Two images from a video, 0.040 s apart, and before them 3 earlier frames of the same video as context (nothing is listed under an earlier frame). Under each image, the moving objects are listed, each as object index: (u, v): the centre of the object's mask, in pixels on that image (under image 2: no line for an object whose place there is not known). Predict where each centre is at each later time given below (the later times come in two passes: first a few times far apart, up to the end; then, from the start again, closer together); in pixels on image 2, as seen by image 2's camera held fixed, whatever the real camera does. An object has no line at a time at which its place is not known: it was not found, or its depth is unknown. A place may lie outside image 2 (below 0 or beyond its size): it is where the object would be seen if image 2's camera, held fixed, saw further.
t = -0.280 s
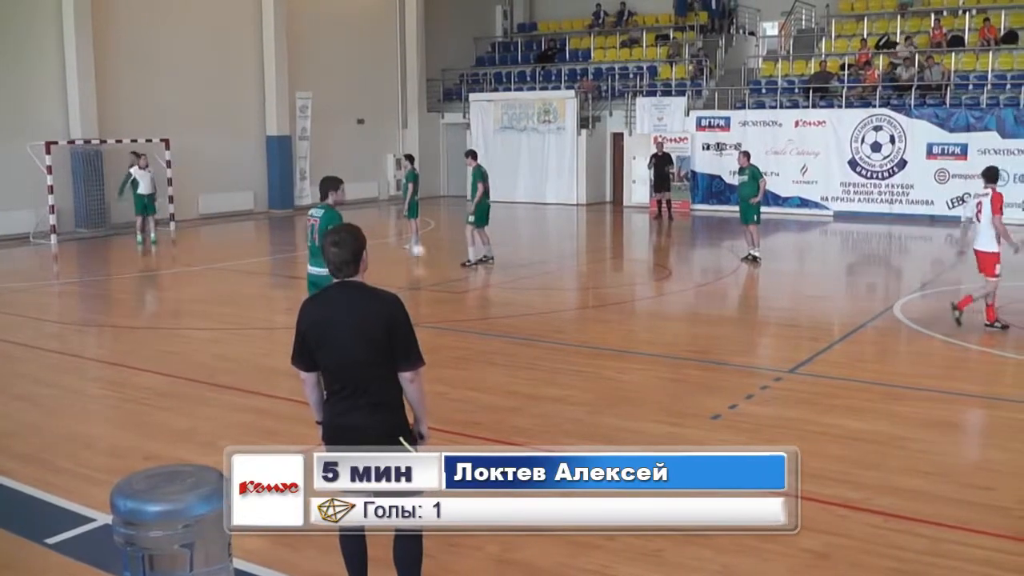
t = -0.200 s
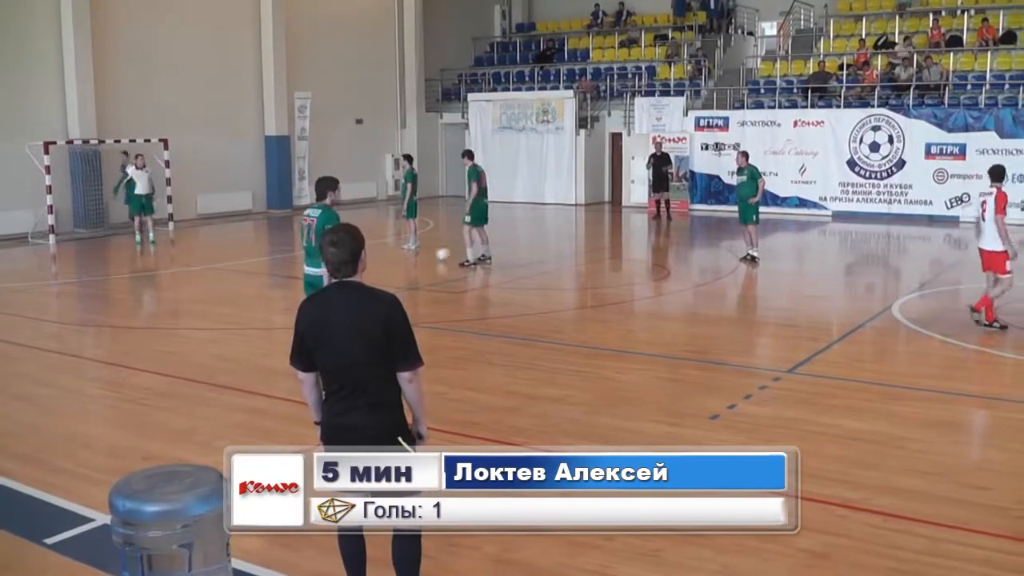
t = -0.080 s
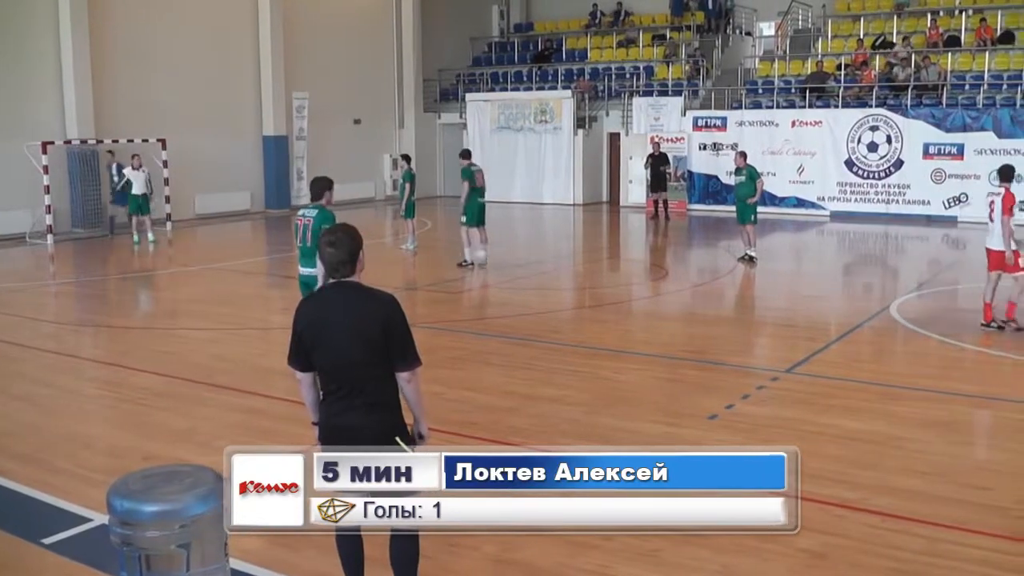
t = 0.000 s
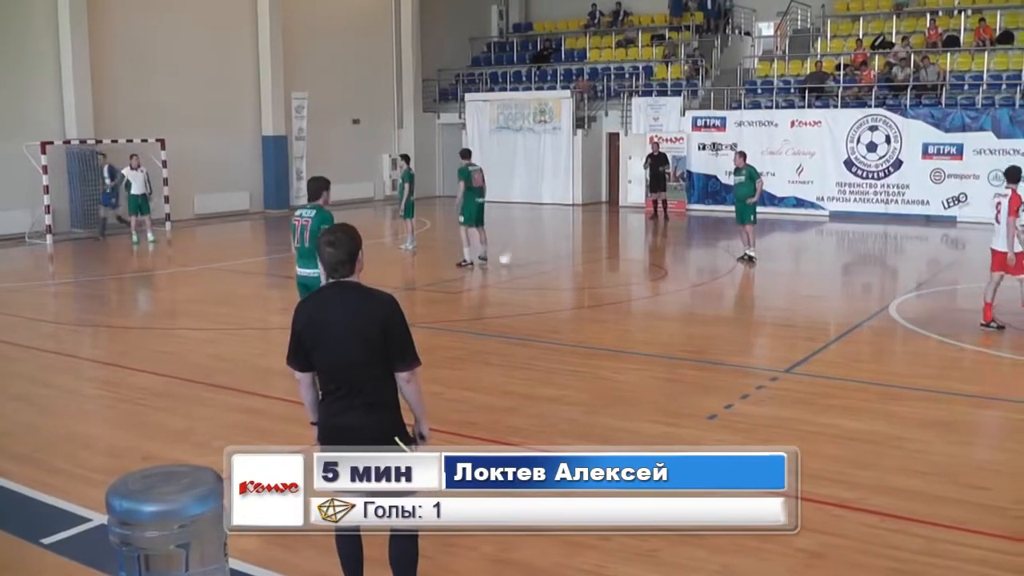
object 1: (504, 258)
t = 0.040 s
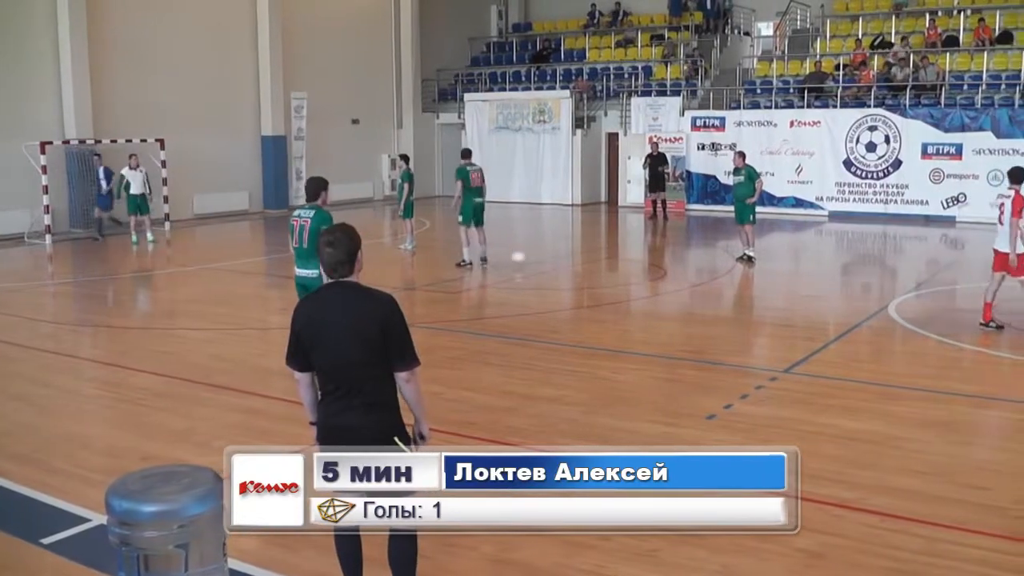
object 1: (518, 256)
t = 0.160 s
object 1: (559, 262)
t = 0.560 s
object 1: (705, 270)
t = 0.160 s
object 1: (559, 262)
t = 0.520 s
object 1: (691, 270)
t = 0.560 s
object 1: (705, 270)
